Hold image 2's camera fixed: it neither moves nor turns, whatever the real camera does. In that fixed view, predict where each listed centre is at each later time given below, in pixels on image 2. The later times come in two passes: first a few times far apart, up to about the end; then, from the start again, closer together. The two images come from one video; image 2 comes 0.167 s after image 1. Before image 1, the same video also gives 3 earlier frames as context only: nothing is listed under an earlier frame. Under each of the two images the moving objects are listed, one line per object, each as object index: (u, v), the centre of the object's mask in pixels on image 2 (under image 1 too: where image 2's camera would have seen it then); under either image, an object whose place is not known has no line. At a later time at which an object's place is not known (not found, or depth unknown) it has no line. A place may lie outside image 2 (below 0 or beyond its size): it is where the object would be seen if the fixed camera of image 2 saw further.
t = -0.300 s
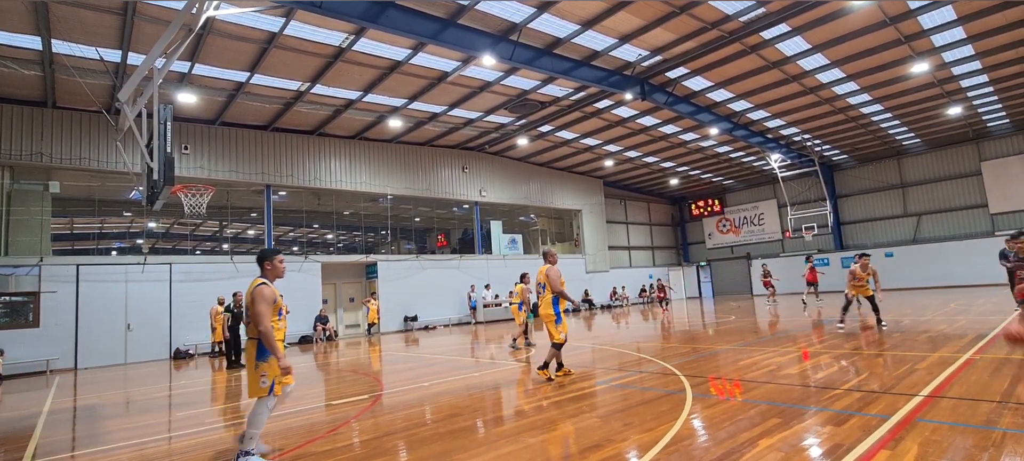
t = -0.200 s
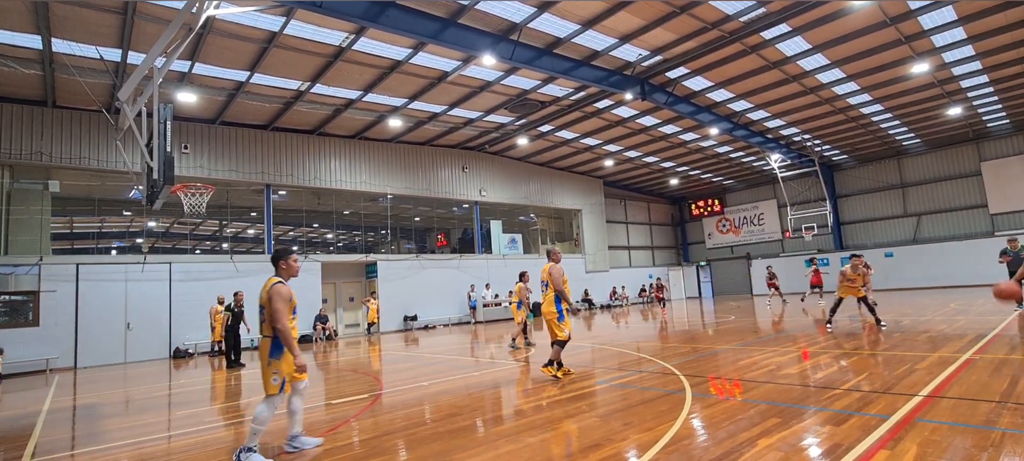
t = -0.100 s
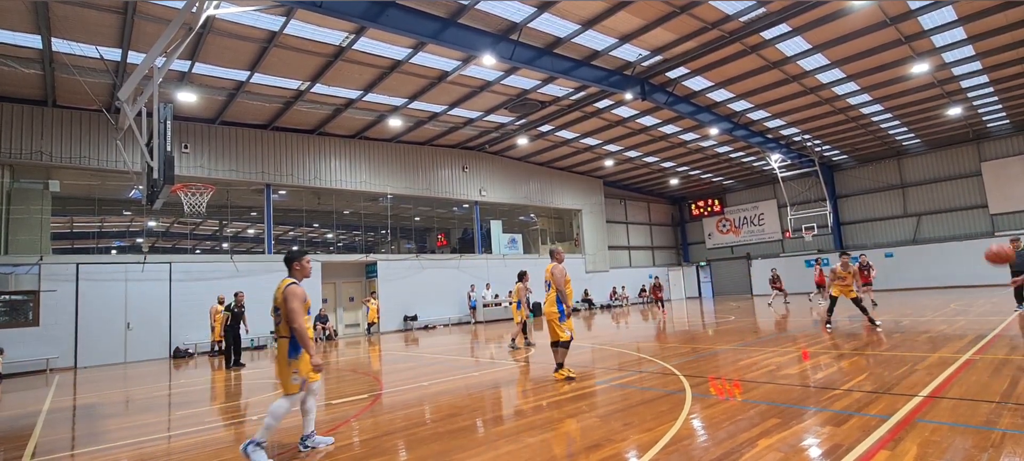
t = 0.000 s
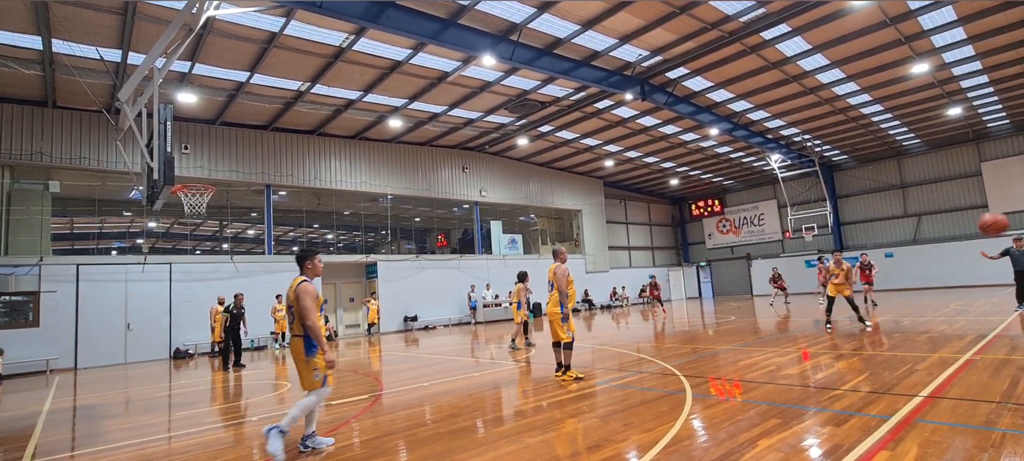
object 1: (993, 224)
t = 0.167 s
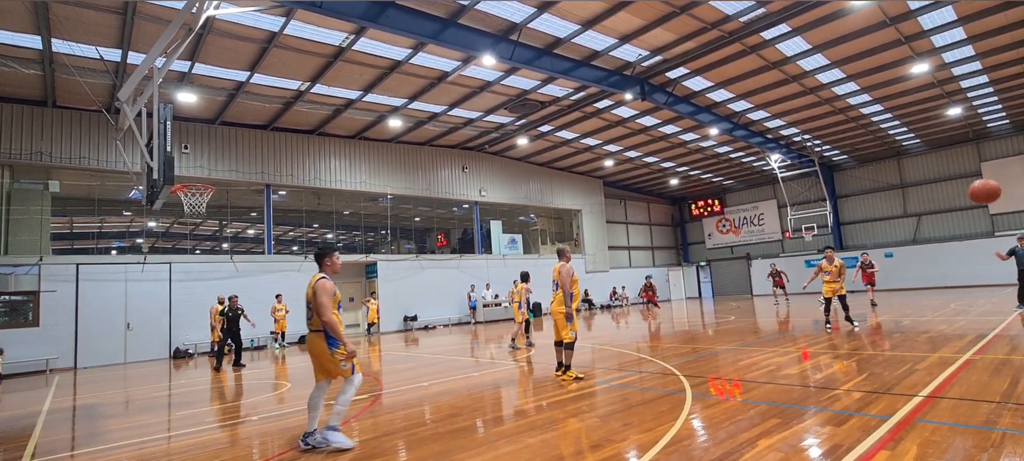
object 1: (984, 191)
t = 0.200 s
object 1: (983, 187)
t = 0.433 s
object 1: (979, 192)
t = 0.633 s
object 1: (983, 250)
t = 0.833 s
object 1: (999, 380)
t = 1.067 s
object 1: (976, 307)
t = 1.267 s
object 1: (954, 231)
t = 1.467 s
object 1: (938, 219)
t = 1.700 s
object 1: (926, 351)
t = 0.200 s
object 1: (983, 187)
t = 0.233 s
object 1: (982, 185)
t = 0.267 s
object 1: (981, 183)
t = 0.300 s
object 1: (980, 183)
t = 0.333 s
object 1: (980, 183)
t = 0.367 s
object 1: (979, 185)
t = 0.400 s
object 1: (979, 188)
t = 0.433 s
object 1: (979, 192)
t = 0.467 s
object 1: (979, 198)
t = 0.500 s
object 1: (979, 205)
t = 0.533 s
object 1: (980, 214)
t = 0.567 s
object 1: (981, 224)
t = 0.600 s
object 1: (982, 236)
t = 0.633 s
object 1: (983, 250)
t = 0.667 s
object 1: (985, 267)
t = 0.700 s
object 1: (986, 285)
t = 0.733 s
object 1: (989, 305)
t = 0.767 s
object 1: (991, 327)
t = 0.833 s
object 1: (999, 380)
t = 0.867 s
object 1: (1002, 418)
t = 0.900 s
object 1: (998, 402)
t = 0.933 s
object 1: (994, 379)
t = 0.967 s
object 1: (989, 362)
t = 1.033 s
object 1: (980, 323)
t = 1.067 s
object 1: (976, 307)
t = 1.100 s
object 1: (972, 291)
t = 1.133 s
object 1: (968, 276)
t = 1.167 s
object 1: (964, 263)
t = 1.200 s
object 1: (960, 251)
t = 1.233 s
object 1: (957, 240)
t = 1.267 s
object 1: (954, 231)
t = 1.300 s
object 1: (951, 224)
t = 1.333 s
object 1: (948, 219)
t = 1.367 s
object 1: (945, 216)
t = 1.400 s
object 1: (942, 215)
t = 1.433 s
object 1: (940, 216)
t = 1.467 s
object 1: (938, 219)
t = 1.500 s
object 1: (936, 225)
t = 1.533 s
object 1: (935, 235)
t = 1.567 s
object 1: (933, 248)
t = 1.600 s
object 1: (932, 264)
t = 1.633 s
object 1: (929, 288)
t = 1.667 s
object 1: (927, 318)
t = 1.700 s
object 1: (926, 351)
